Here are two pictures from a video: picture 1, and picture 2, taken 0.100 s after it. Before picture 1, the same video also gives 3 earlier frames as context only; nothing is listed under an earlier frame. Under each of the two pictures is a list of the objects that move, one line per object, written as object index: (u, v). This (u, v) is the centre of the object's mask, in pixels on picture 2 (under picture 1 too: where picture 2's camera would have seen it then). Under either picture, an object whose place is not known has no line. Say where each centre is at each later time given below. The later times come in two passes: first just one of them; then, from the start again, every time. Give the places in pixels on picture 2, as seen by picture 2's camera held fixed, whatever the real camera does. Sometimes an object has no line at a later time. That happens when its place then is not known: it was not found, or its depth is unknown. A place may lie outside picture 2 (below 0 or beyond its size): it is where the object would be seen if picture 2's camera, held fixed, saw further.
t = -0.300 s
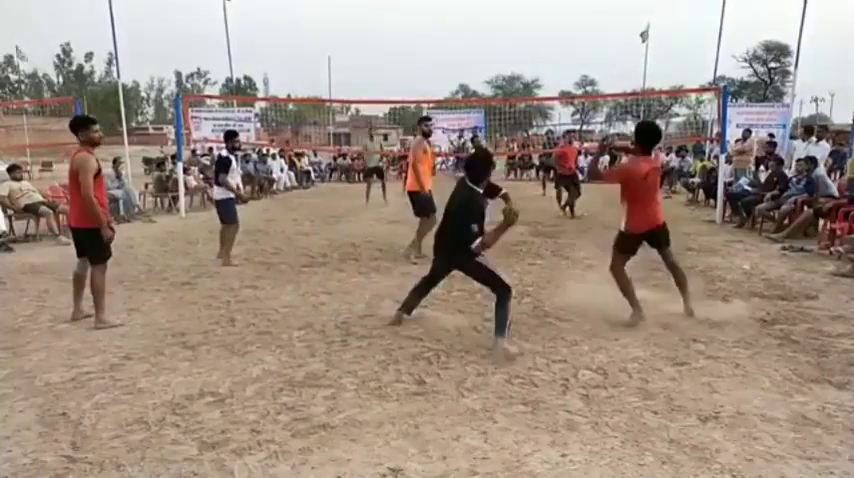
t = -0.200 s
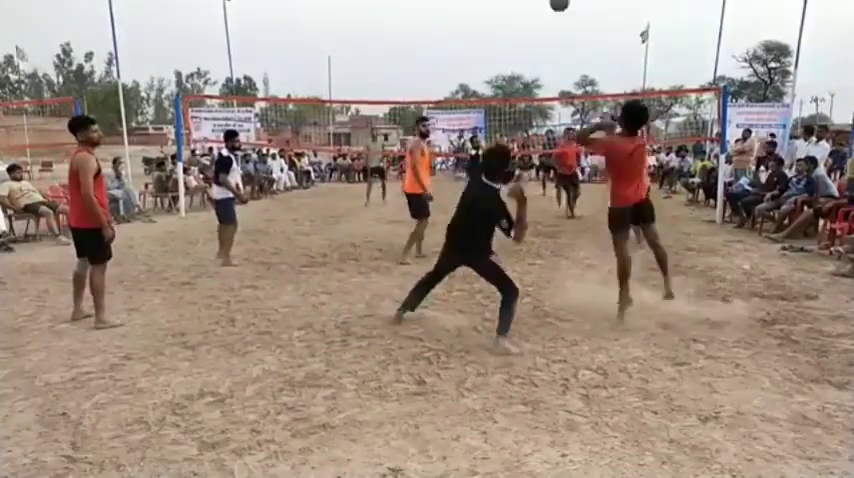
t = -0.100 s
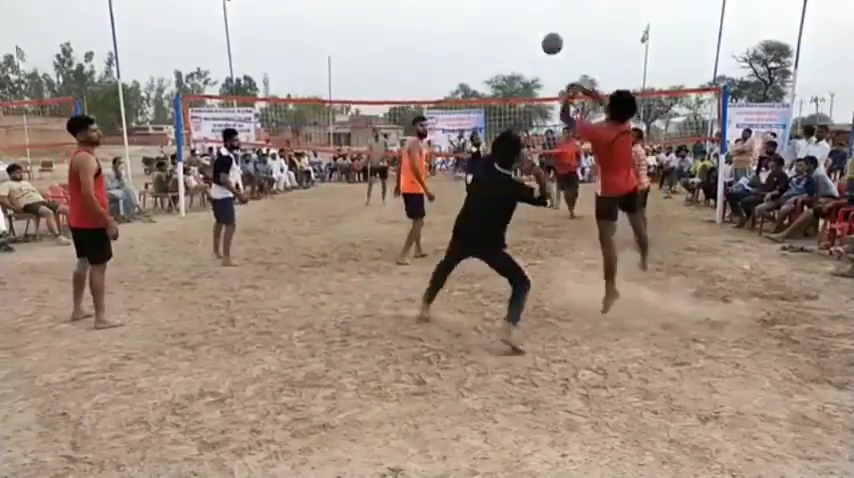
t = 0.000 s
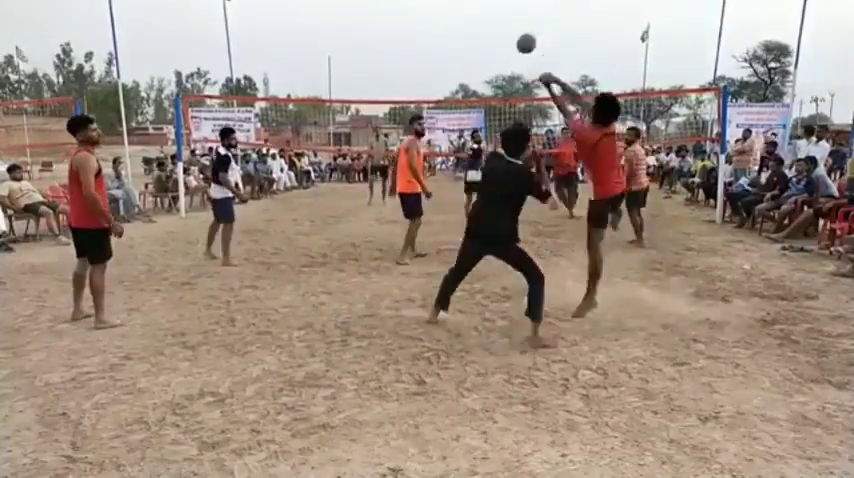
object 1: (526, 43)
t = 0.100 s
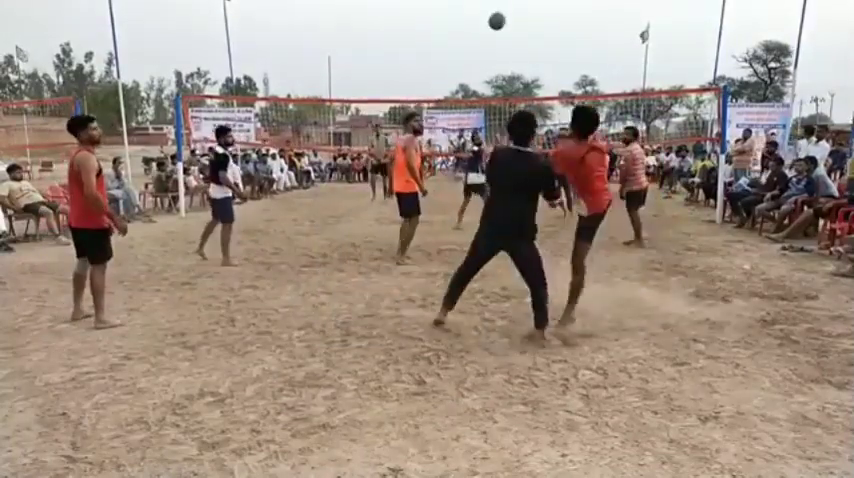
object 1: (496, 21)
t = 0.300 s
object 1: (460, 16)
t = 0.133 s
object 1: (488, 17)
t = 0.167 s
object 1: (482, 15)
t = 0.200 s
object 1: (475, 14)
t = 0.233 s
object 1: (470, 14)
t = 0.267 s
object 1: (465, 14)
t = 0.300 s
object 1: (460, 16)
